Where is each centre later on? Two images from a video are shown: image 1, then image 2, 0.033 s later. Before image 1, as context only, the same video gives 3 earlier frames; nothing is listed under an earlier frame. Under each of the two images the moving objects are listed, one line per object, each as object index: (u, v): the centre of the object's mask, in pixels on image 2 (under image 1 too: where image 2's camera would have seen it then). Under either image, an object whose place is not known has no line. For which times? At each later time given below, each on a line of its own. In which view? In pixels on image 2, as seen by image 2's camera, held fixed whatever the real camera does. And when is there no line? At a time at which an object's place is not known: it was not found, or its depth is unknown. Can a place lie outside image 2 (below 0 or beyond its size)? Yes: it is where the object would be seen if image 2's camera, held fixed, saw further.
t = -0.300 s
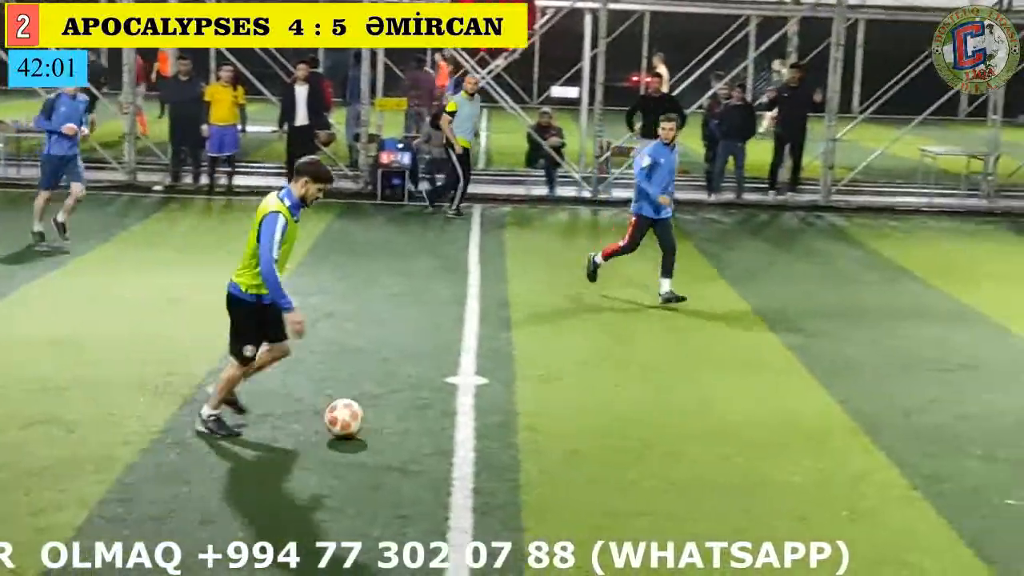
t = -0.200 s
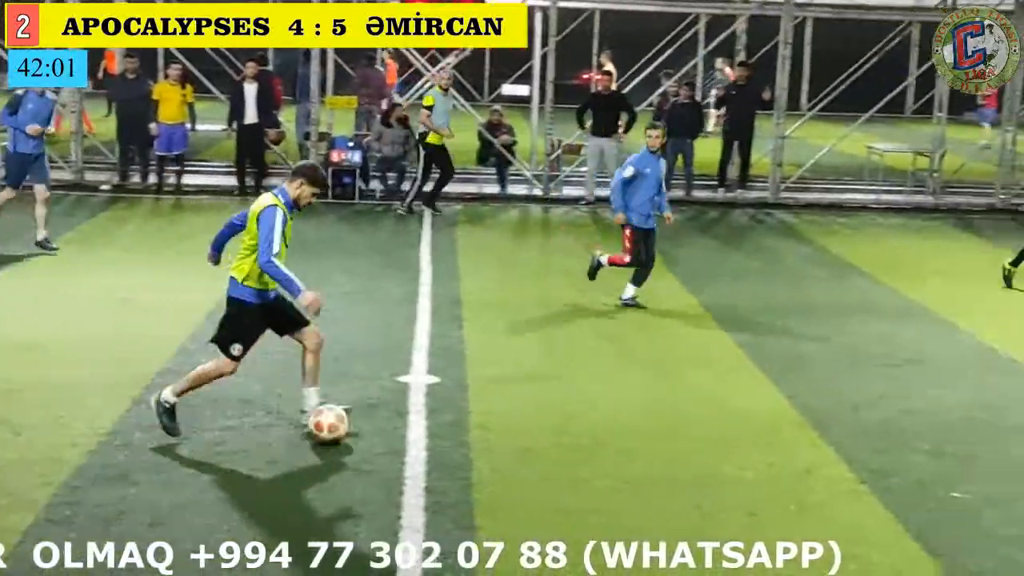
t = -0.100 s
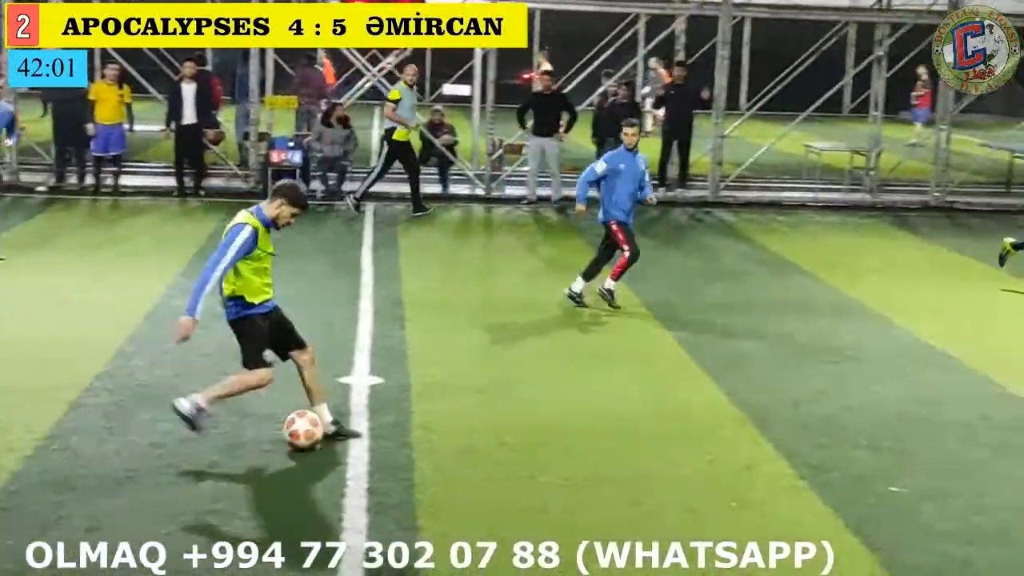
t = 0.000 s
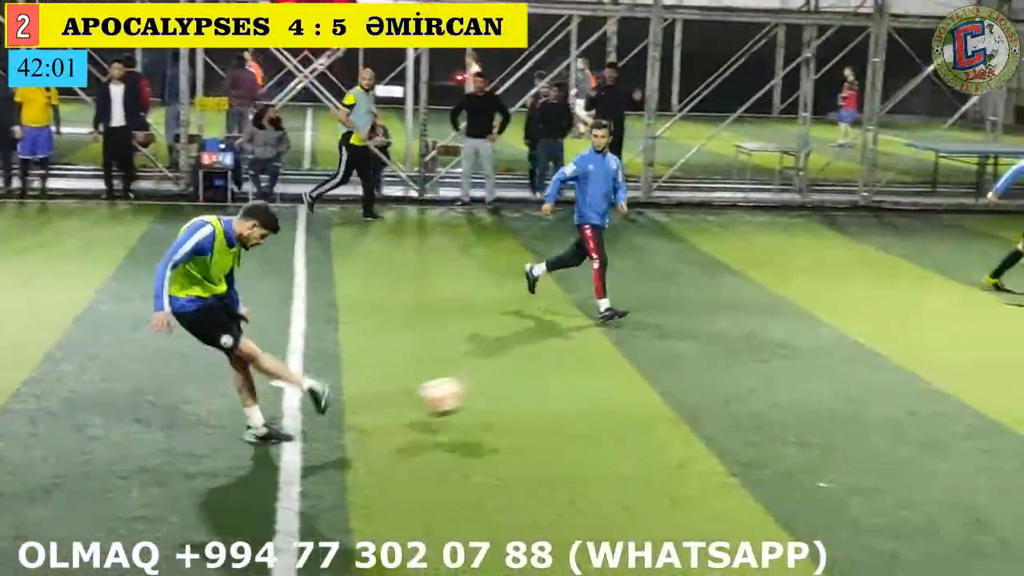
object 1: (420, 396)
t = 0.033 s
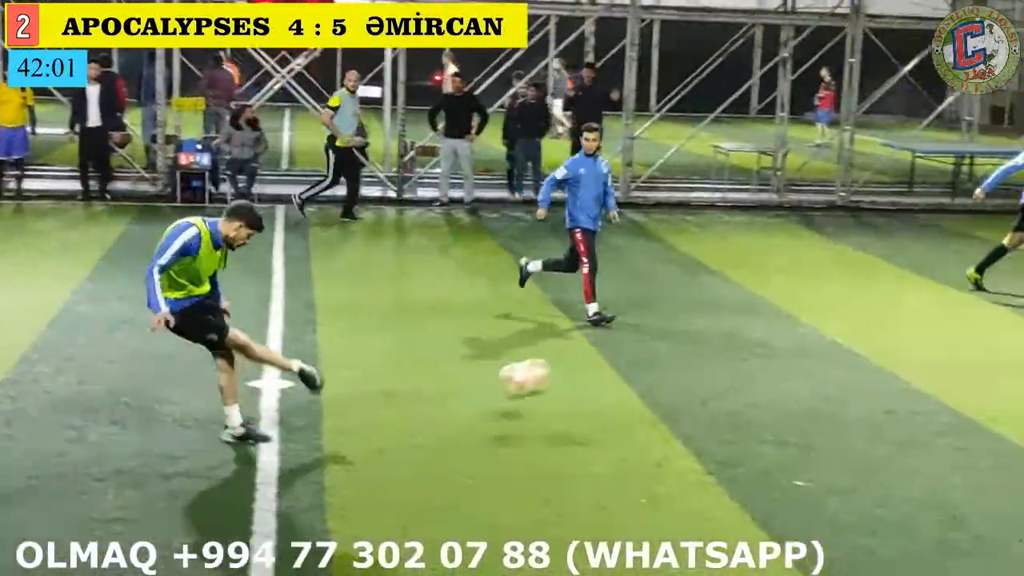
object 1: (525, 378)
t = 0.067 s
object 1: (624, 360)
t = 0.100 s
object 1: (711, 348)
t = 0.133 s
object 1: (792, 337)
